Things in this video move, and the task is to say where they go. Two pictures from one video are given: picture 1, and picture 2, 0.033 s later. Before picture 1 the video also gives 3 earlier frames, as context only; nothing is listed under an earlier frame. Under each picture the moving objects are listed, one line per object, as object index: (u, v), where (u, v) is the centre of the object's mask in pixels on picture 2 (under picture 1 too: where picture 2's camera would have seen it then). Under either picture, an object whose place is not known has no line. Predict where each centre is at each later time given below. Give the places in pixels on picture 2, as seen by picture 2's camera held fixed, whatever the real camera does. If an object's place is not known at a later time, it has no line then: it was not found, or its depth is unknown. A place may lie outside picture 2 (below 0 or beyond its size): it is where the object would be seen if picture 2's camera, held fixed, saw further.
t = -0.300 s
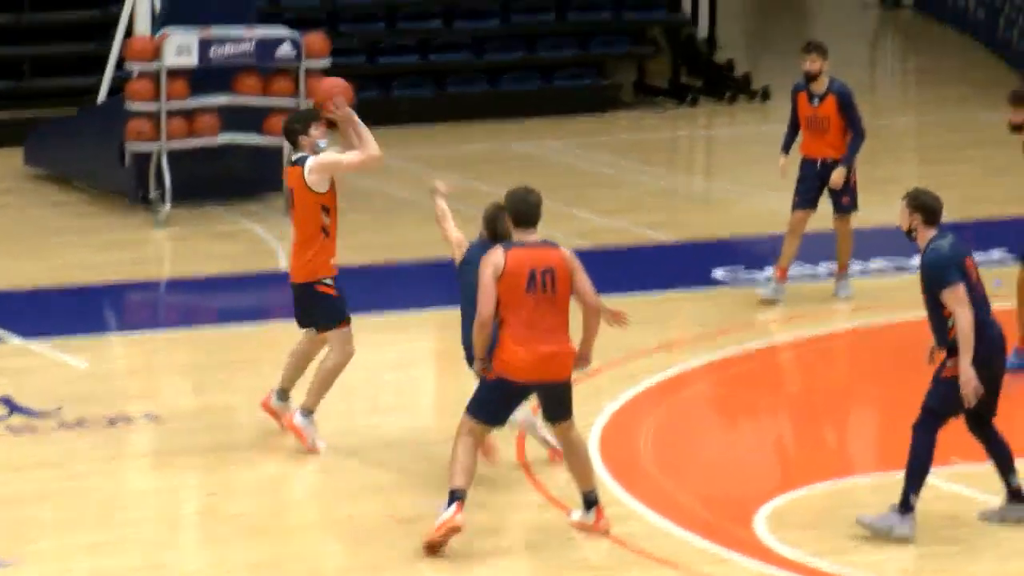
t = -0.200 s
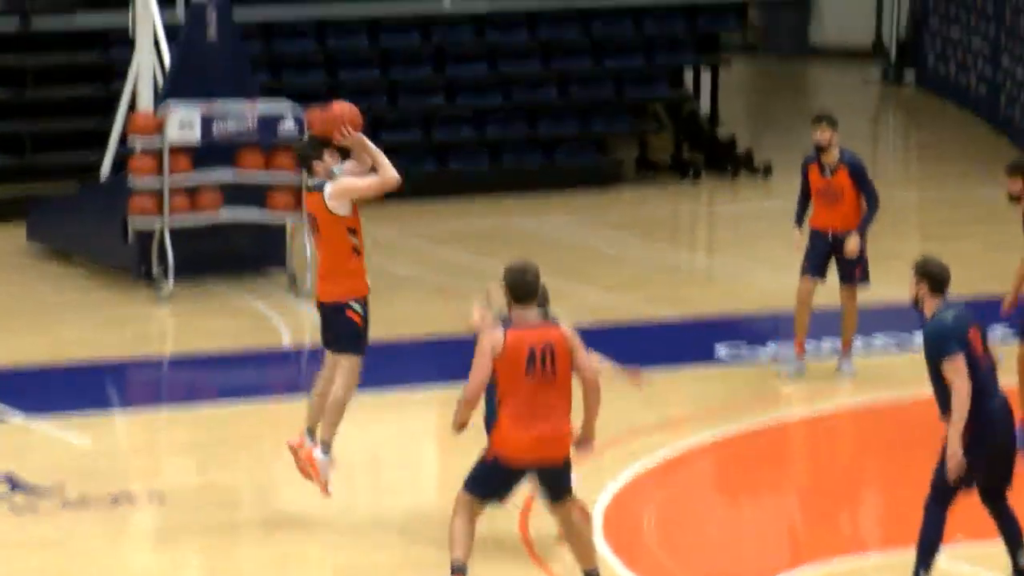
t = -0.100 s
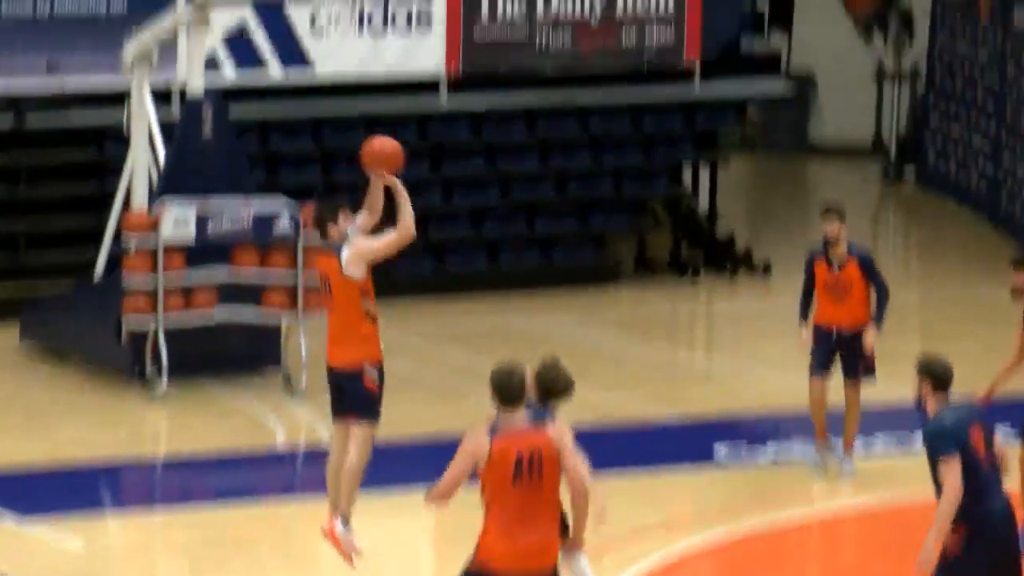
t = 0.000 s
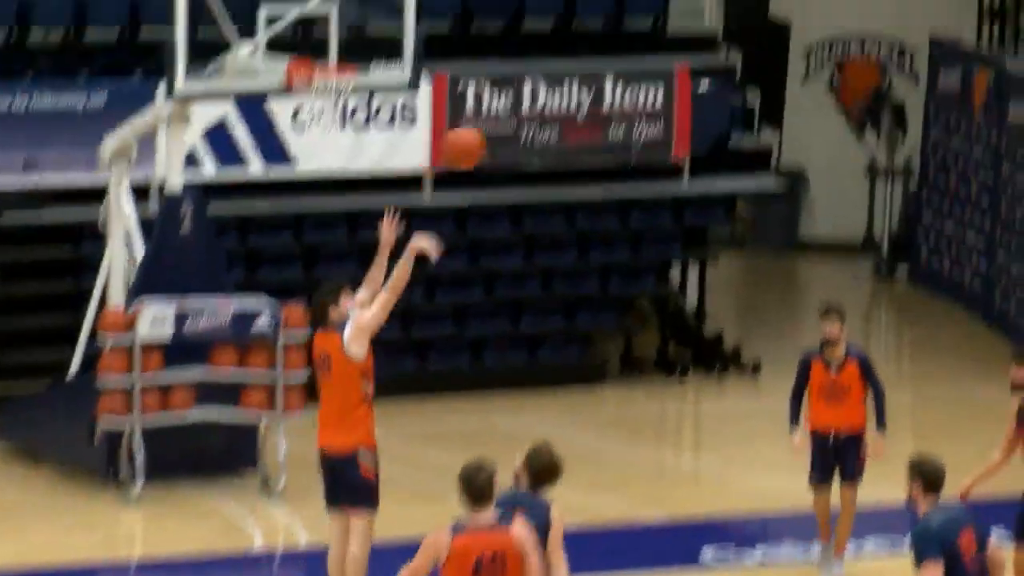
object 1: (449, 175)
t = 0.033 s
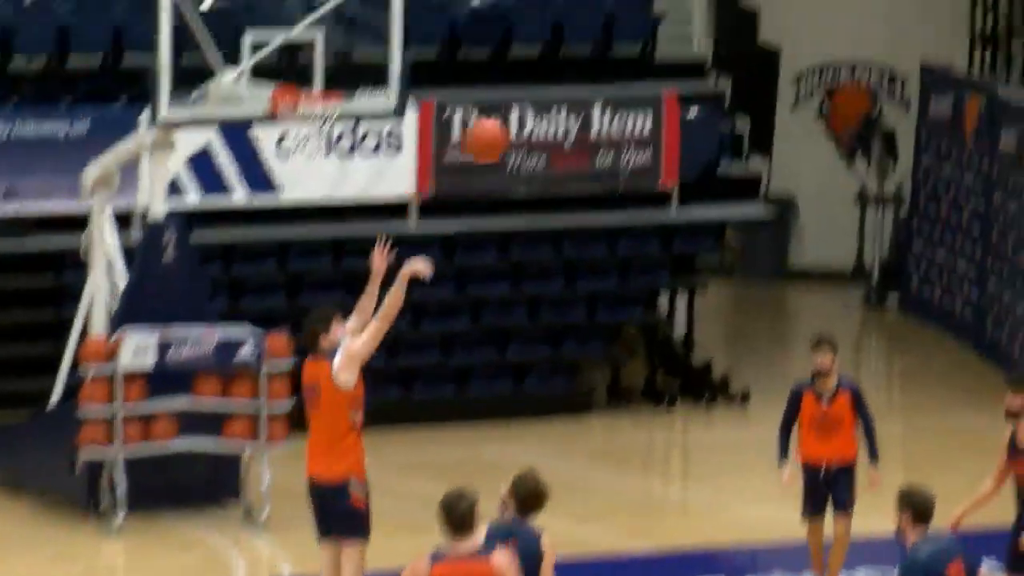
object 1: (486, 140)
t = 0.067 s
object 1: (523, 107)
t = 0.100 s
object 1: (559, 77)
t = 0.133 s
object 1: (596, 49)
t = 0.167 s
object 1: (634, 22)
